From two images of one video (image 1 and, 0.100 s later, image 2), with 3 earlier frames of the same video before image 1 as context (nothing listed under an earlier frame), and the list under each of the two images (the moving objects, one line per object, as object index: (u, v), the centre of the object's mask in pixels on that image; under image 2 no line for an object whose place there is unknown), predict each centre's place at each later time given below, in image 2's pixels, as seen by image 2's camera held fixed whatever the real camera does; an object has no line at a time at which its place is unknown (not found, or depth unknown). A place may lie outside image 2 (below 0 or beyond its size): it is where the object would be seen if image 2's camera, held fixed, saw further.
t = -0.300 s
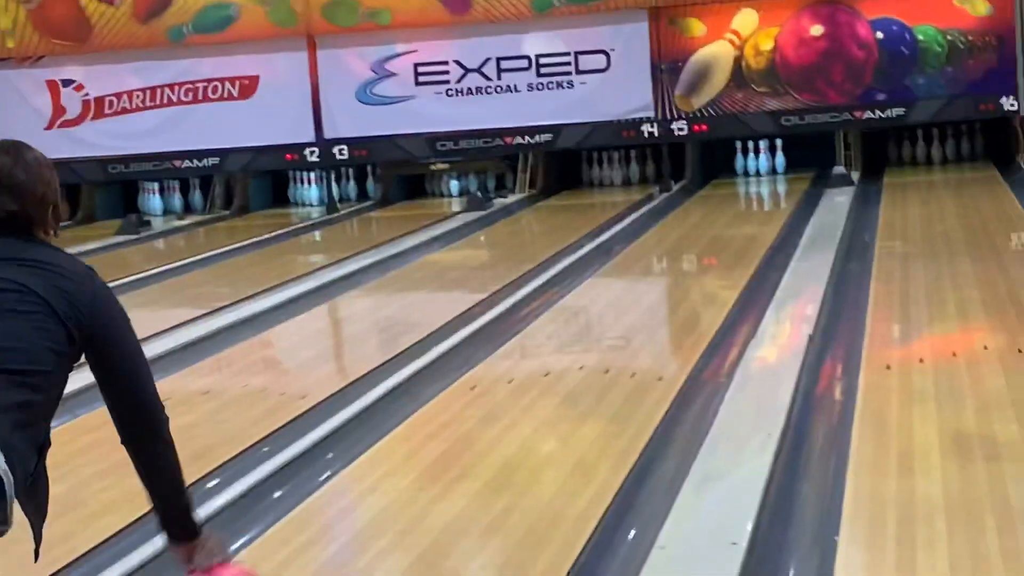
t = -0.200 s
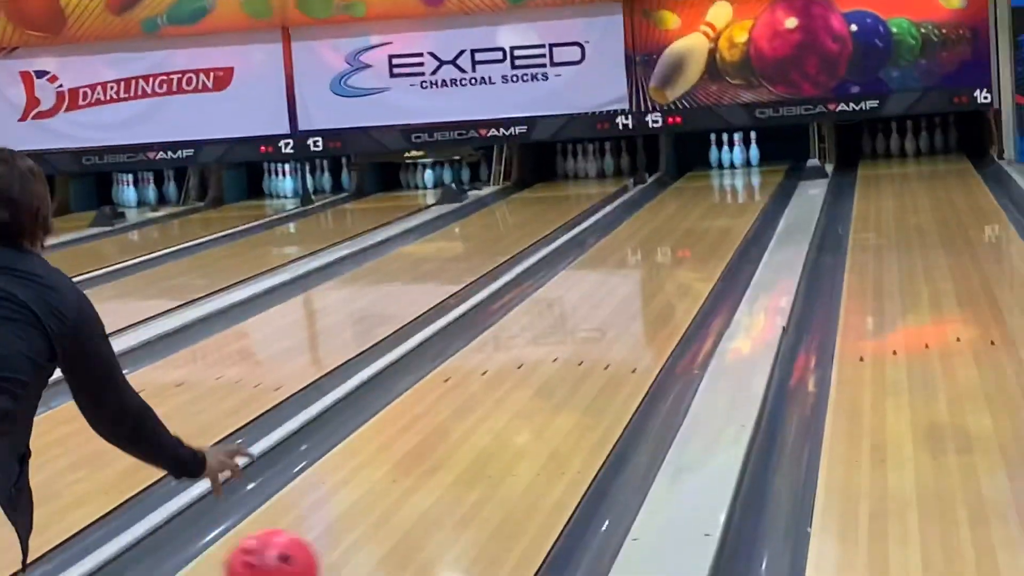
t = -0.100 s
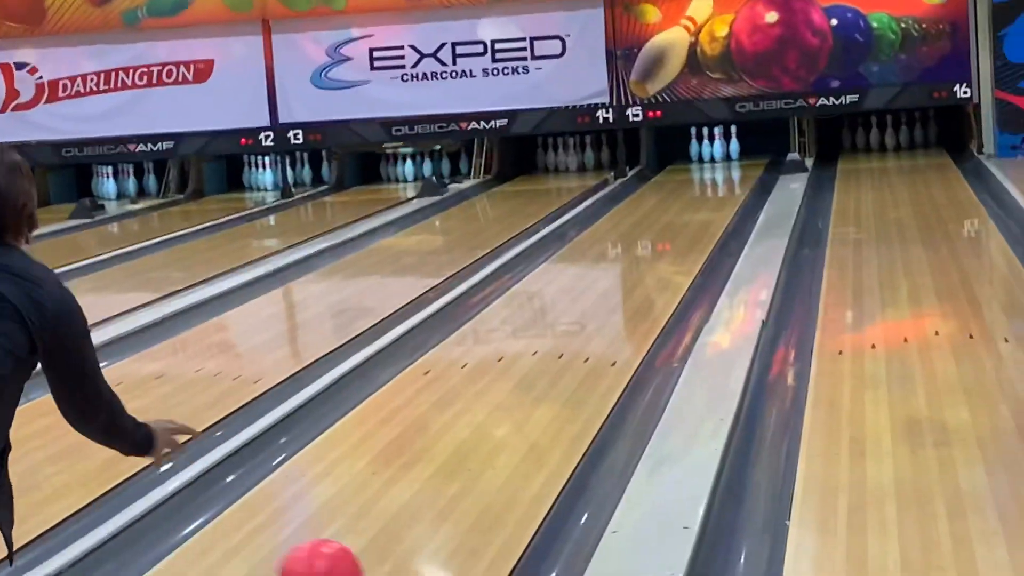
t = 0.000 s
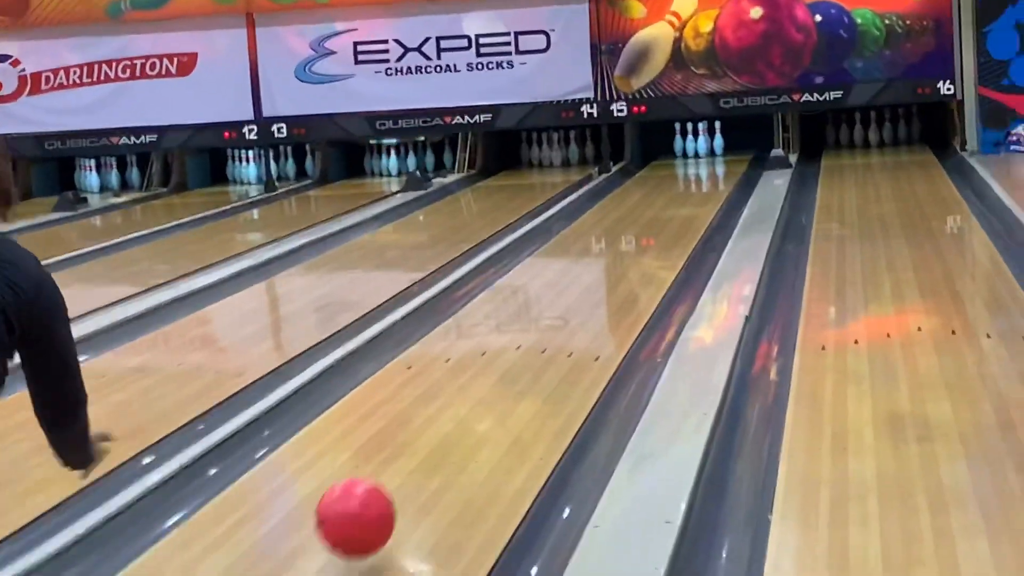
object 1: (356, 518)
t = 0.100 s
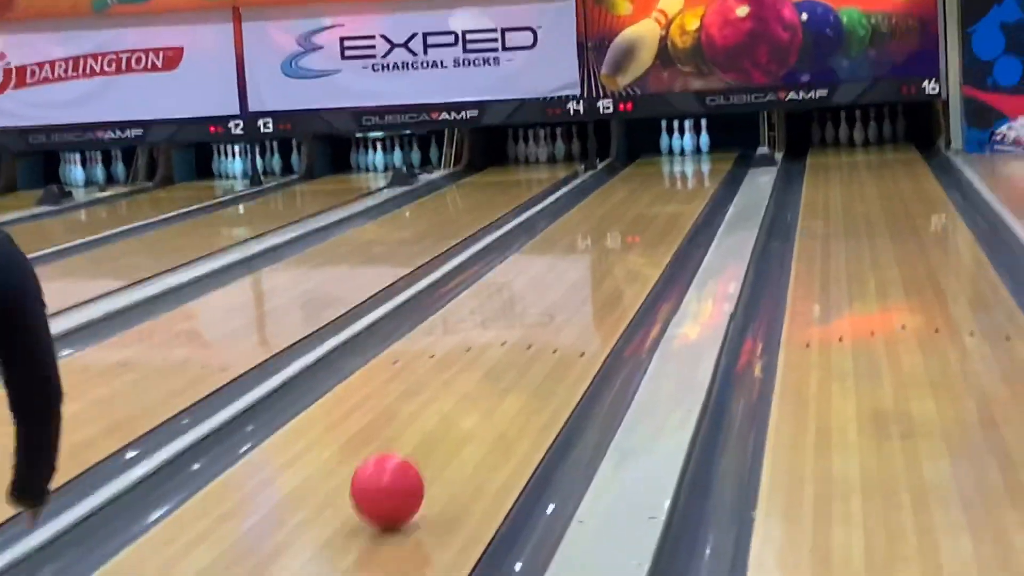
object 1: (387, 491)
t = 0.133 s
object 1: (400, 474)
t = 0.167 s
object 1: (416, 463)
